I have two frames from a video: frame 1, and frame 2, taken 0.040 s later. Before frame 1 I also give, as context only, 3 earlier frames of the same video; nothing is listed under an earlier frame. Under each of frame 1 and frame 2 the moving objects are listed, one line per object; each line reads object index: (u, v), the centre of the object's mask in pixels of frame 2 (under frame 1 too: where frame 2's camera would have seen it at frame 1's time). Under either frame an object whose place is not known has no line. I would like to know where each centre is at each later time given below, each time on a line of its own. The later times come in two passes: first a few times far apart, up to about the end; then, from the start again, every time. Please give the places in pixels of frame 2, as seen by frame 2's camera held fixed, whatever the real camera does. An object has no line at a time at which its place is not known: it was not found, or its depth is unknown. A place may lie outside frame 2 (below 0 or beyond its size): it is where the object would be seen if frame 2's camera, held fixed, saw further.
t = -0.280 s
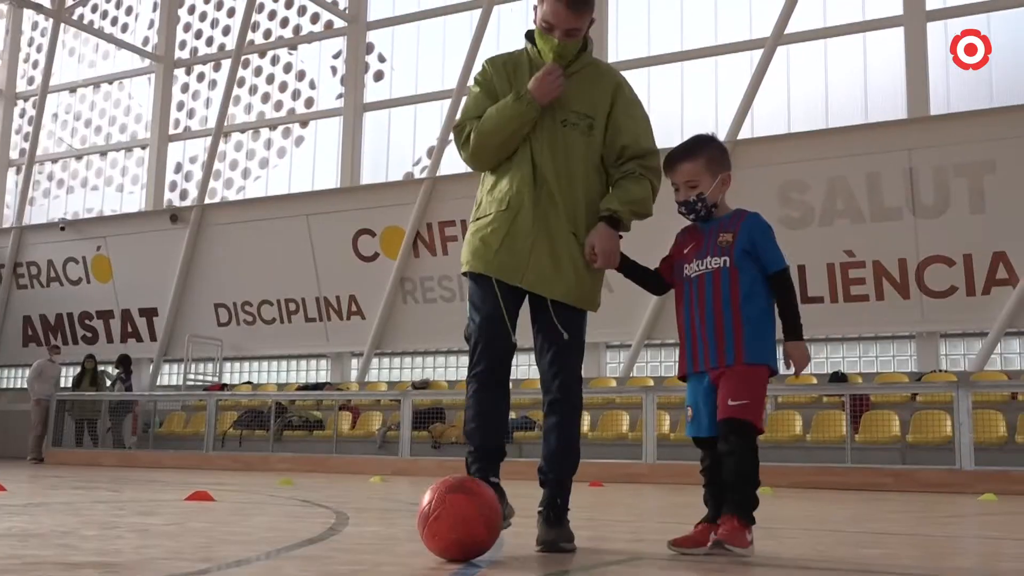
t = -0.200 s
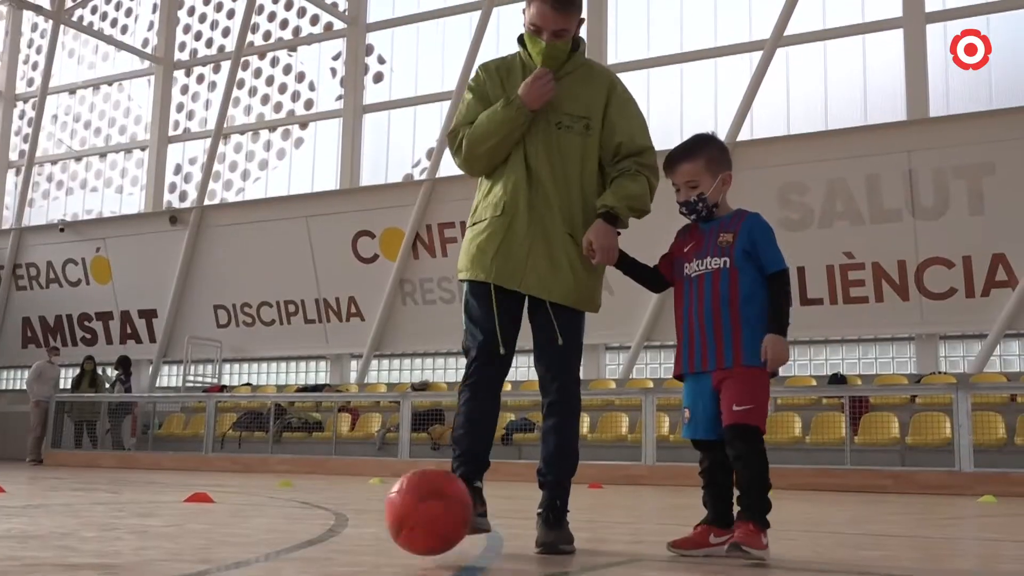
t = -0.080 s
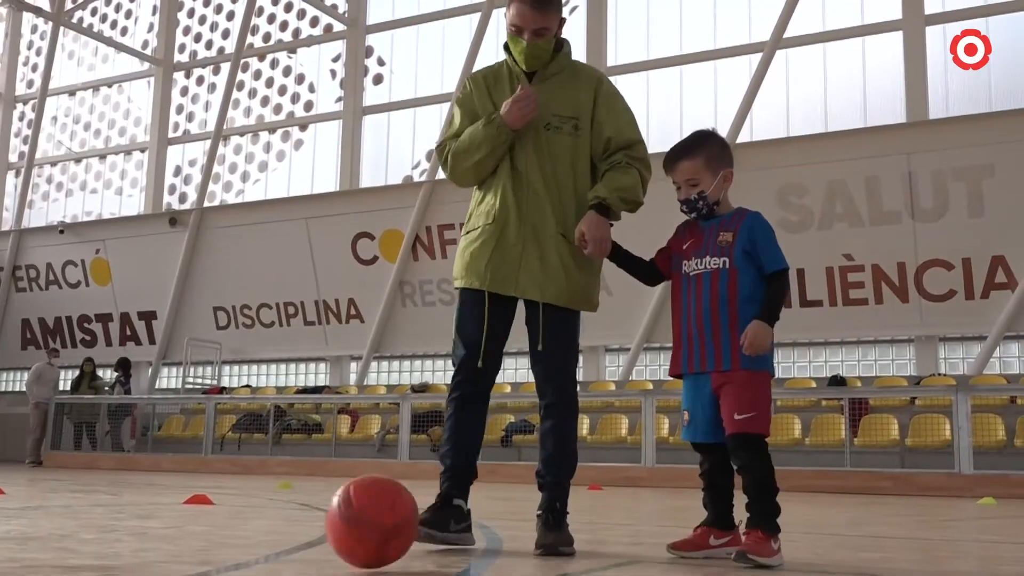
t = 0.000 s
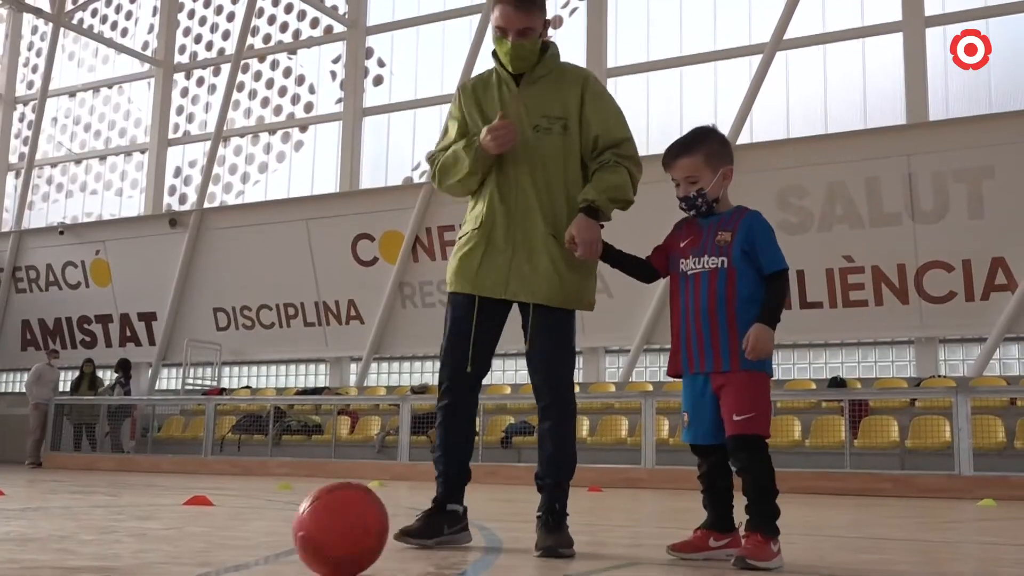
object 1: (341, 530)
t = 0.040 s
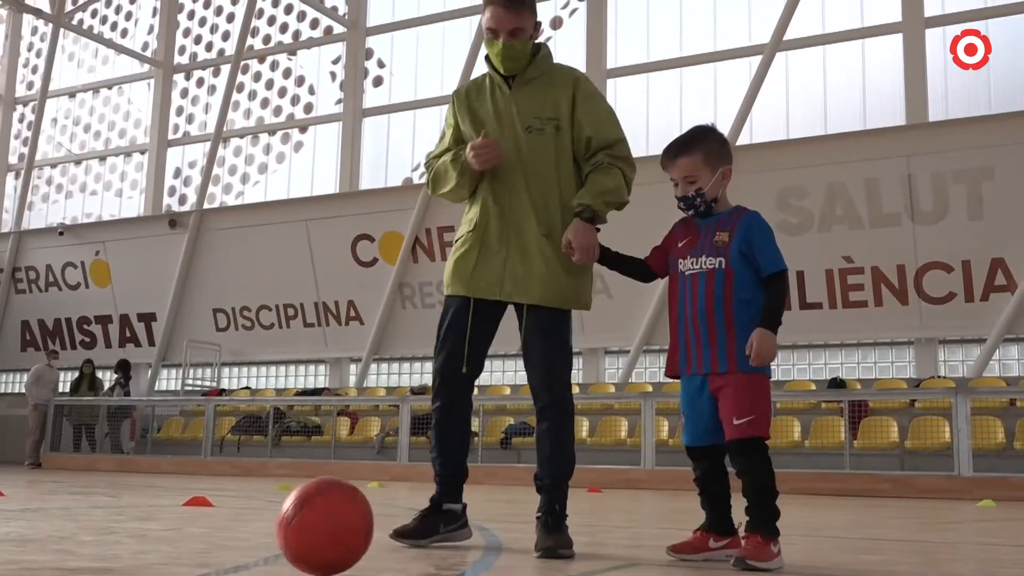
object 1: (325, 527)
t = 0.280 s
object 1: (226, 530)
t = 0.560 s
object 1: (94, 532)
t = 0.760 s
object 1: (14, 532)
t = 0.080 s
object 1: (309, 529)
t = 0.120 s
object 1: (293, 529)
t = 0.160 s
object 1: (277, 528)
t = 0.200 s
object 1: (260, 531)
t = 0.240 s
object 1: (243, 530)
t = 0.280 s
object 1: (226, 530)
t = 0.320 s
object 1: (208, 531)
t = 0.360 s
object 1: (190, 531)
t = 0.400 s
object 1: (172, 532)
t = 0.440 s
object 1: (153, 532)
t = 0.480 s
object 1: (134, 532)
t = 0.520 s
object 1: (114, 532)
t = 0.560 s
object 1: (94, 532)
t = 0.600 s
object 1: (74, 532)
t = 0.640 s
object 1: (54, 532)
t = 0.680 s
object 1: (41, 531)
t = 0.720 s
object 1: (28, 531)
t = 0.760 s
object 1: (14, 532)
